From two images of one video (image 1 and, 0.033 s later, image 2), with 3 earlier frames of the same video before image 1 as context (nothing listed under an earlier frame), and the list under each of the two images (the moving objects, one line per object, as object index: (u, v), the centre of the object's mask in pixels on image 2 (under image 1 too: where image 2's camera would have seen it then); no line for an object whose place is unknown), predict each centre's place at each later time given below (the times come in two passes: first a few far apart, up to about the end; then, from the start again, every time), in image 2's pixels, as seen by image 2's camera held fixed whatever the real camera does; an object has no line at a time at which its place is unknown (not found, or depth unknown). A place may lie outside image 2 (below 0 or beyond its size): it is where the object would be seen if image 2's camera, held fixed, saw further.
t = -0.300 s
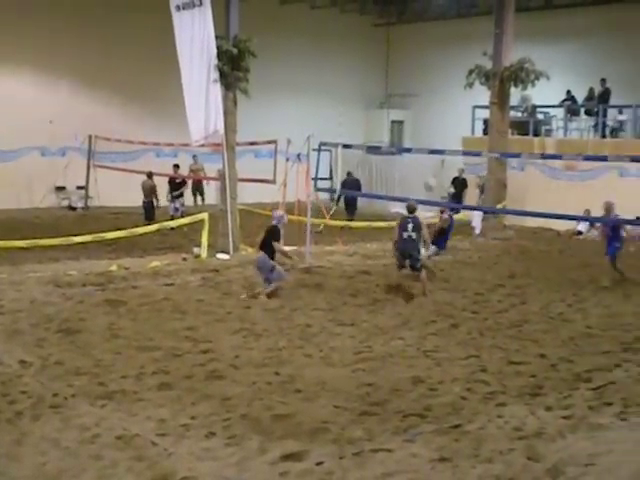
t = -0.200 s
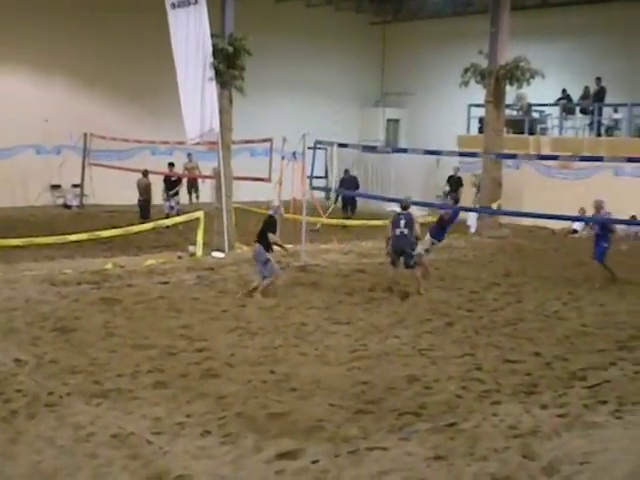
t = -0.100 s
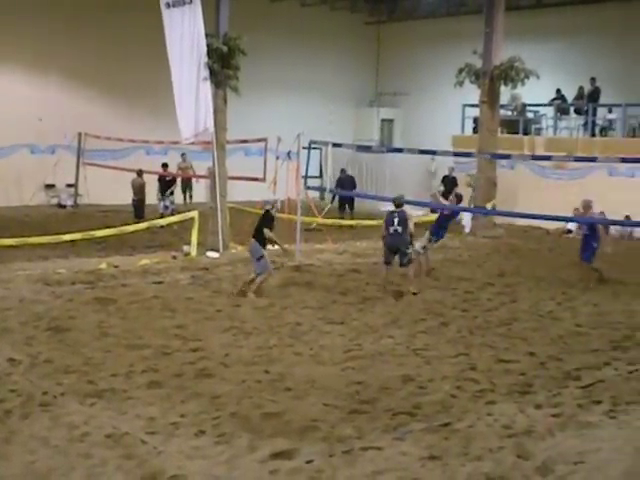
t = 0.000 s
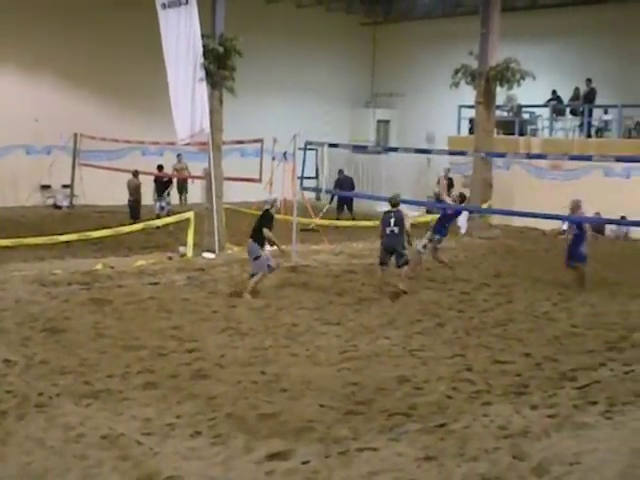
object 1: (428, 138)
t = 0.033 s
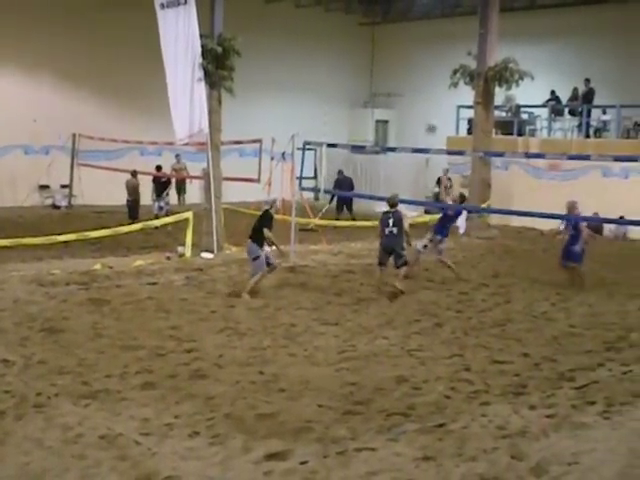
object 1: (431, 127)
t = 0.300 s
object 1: (440, 69)
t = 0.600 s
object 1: (450, 51)
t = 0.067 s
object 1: (433, 118)
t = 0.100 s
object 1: (433, 109)
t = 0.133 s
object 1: (435, 101)
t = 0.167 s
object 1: (435, 96)
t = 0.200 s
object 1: (435, 87)
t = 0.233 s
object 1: (437, 79)
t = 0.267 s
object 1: (439, 73)
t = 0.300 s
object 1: (440, 69)
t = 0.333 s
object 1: (441, 65)
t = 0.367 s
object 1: (444, 61)
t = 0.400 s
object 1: (444, 57)
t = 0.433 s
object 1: (445, 53)
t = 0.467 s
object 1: (447, 52)
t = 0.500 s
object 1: (447, 50)
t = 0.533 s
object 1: (449, 50)
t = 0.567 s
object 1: (449, 51)
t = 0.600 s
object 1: (450, 51)
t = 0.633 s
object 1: (452, 52)
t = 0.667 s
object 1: (454, 54)
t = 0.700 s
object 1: (455, 57)
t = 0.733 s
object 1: (456, 61)
